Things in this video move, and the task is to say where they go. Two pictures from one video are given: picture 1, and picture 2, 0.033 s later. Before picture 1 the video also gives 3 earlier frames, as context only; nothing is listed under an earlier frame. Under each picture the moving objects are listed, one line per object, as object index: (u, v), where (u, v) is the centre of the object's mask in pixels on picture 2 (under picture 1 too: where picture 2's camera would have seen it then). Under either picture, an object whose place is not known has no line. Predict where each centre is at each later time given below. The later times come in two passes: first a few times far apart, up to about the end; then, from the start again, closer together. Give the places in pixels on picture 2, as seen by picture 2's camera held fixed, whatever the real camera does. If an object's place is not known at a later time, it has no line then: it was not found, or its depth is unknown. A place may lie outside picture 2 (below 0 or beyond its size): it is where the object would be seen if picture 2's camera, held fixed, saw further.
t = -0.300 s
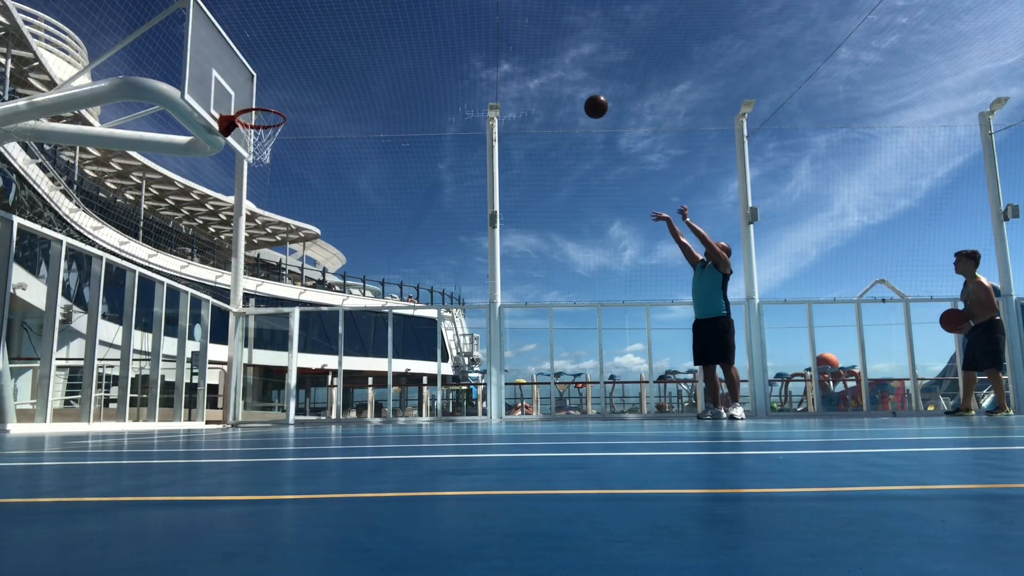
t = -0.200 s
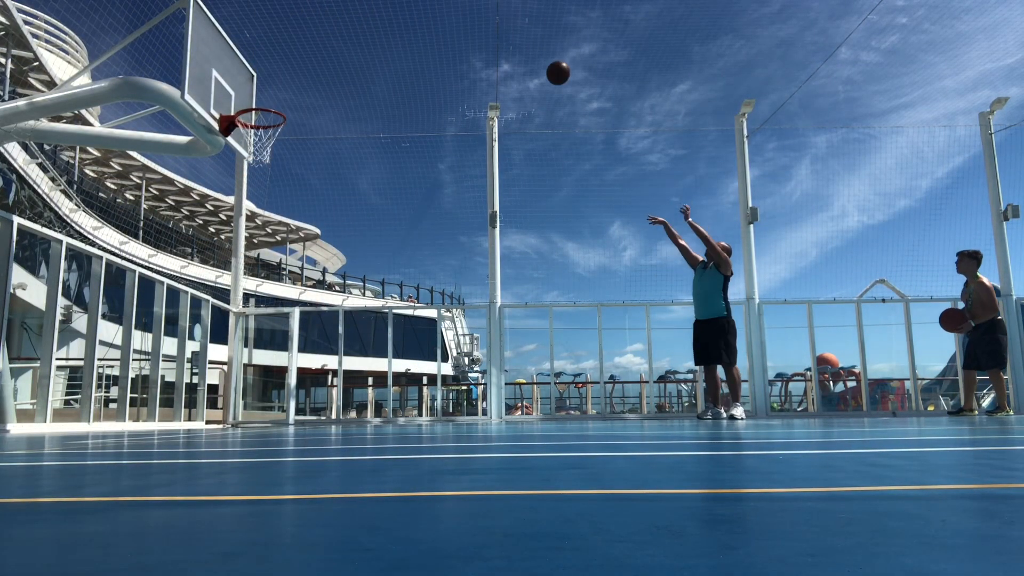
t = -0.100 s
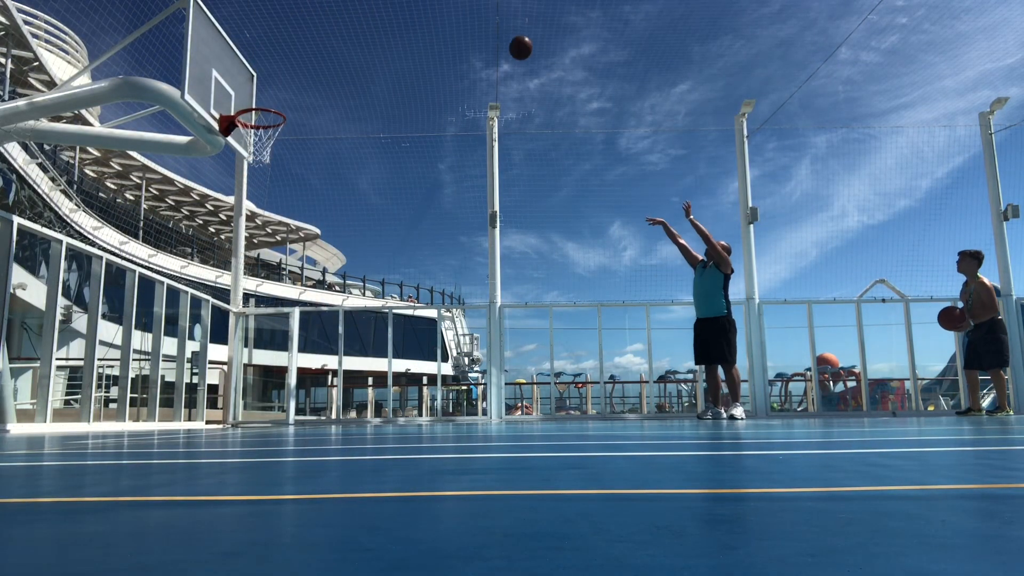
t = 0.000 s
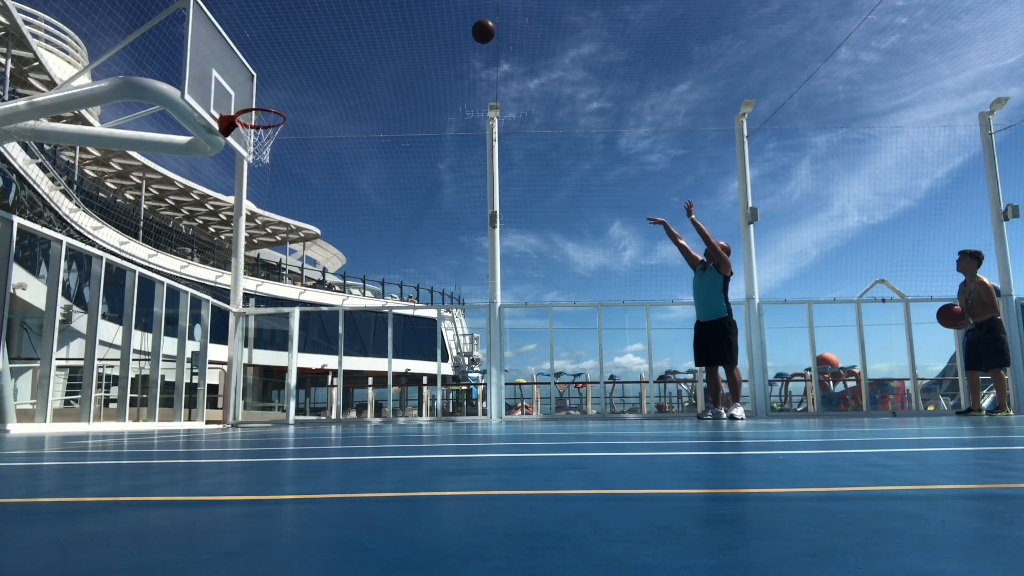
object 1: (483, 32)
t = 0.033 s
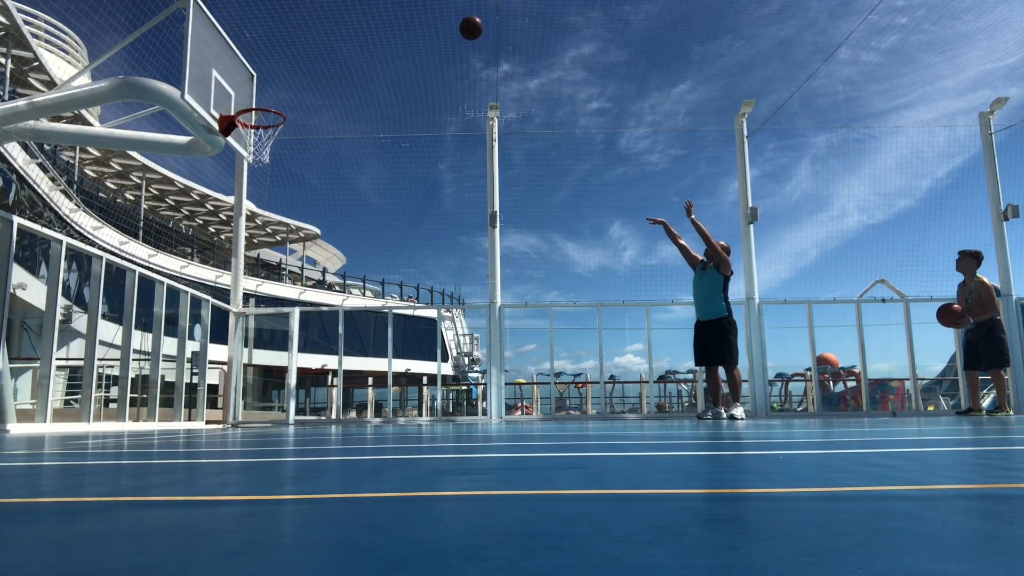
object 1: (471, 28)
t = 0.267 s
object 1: (384, 31)
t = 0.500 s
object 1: (294, 83)
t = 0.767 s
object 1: (215, 173)
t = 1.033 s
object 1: (162, 299)
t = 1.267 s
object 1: (130, 385)
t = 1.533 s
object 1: (147, 278)
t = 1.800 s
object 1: (162, 241)
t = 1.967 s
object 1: (168, 252)
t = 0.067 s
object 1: (459, 25)
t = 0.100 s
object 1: (446, 24)
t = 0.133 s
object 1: (434, 23)
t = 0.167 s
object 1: (421, 24)
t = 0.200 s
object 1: (409, 25)
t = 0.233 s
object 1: (396, 27)
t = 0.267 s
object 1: (384, 31)
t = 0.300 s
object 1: (372, 35)
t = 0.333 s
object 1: (359, 40)
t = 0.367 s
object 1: (346, 47)
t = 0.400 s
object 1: (333, 55)
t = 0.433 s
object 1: (320, 63)
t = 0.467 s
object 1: (307, 73)
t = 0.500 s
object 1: (294, 83)
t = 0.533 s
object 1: (281, 95)
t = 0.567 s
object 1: (268, 108)
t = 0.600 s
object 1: (254, 122)
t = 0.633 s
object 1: (241, 135)
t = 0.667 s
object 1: (233, 145)
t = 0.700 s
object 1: (227, 153)
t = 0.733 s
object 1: (221, 162)
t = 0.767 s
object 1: (215, 173)
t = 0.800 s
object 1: (209, 185)
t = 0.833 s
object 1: (202, 198)
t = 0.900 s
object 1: (190, 227)
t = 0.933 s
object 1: (183, 243)
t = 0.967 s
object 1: (176, 260)
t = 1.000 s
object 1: (169, 279)
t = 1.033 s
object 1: (162, 299)
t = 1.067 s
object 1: (156, 320)
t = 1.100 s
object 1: (148, 343)
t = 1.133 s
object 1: (140, 367)
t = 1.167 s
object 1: (132, 392)
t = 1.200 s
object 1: (125, 418)
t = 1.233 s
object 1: (127, 403)
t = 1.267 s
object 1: (130, 385)
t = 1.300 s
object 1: (132, 367)
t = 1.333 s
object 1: (134, 351)
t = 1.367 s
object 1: (136, 335)
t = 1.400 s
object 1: (139, 321)
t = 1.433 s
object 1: (141, 309)
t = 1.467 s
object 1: (143, 297)
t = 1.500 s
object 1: (145, 287)
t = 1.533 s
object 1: (147, 278)
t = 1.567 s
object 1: (149, 269)
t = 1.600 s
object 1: (151, 262)
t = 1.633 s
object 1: (153, 256)
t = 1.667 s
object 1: (155, 251)
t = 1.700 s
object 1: (156, 248)
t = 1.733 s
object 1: (158, 244)
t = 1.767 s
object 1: (160, 243)
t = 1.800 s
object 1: (162, 241)
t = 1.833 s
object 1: (163, 241)
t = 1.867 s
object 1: (164, 242)
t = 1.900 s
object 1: (166, 244)
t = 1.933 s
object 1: (167, 247)
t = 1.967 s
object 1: (168, 252)
